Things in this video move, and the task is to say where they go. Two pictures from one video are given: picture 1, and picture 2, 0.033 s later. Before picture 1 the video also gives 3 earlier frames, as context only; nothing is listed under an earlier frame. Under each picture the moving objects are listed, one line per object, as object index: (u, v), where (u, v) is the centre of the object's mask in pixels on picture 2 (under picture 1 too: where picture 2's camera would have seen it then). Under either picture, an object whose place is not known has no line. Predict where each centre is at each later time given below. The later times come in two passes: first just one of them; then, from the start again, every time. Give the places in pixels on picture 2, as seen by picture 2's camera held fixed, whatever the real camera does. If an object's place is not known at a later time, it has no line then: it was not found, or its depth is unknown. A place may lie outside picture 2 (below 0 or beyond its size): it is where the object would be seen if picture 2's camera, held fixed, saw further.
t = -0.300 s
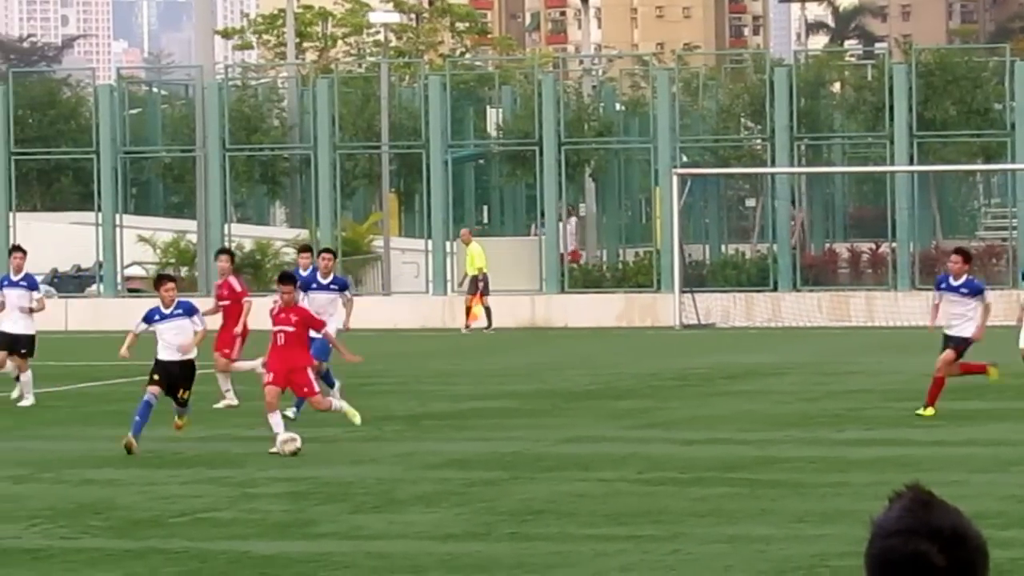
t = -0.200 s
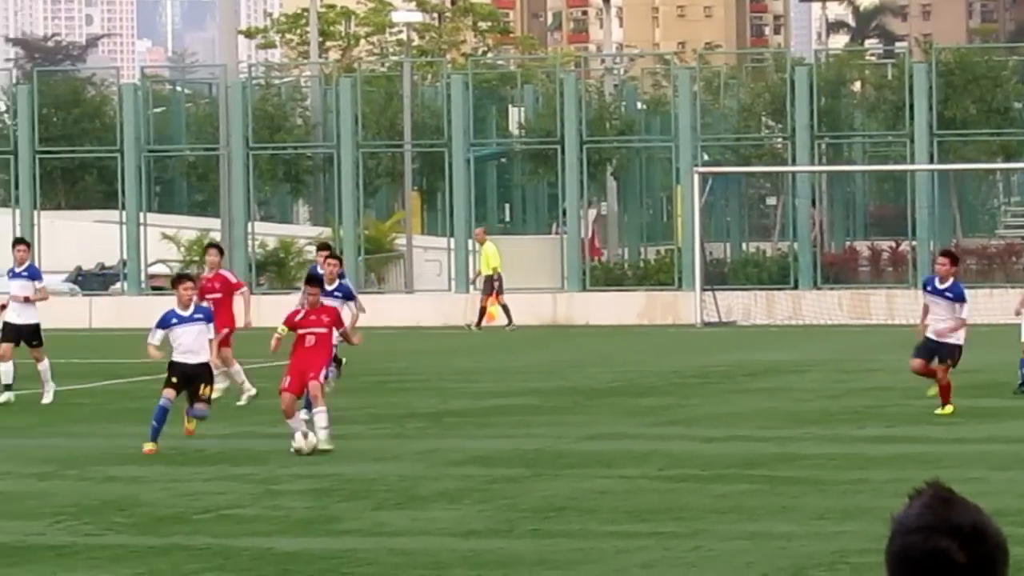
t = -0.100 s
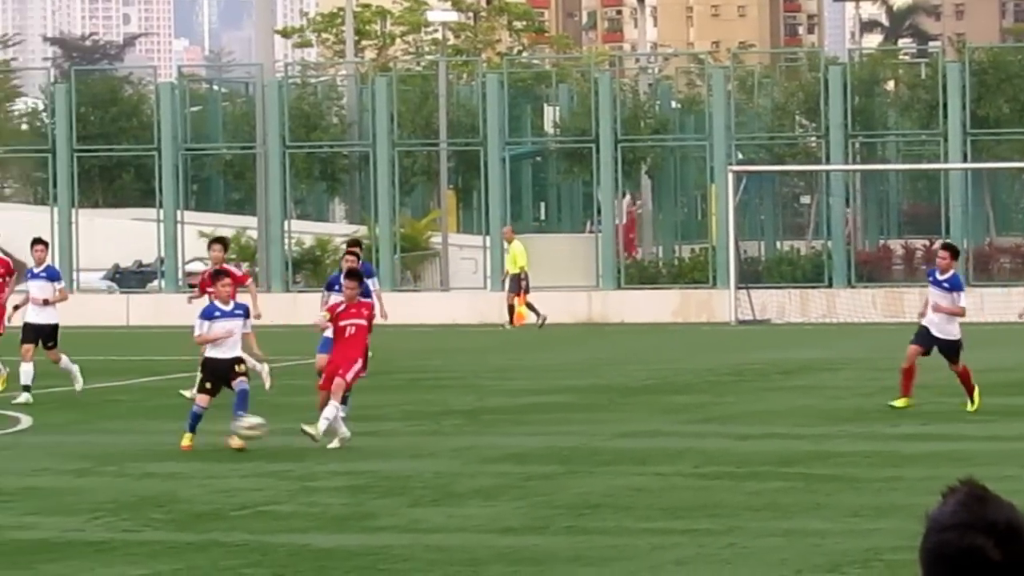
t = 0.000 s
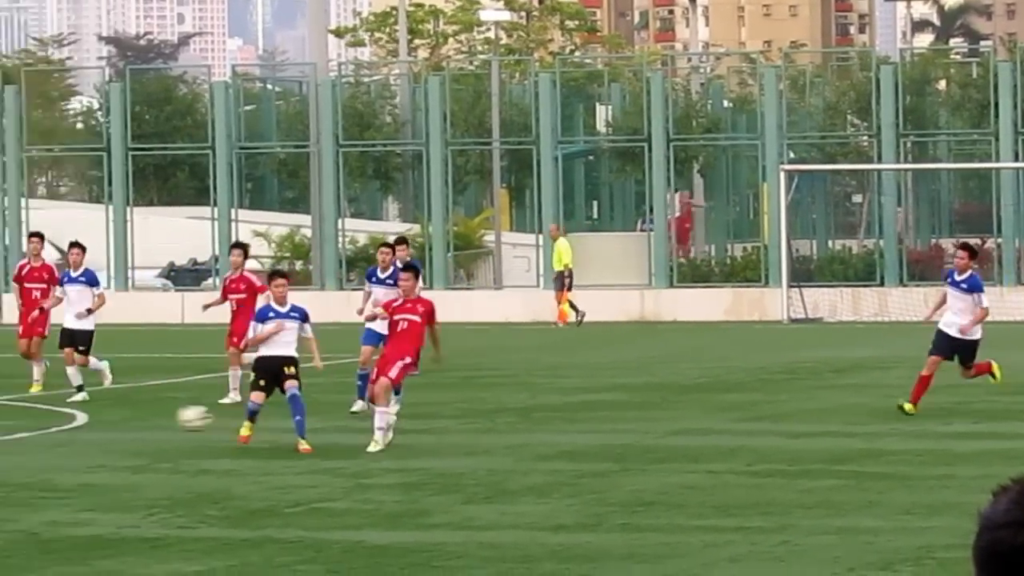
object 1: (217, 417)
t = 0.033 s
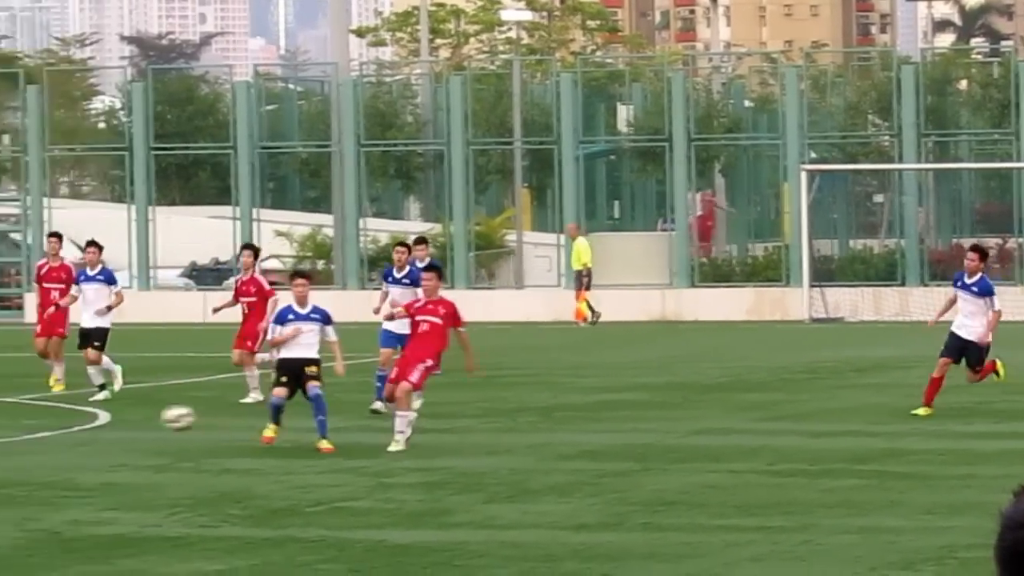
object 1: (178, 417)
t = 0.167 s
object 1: (16, 432)
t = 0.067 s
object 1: (138, 419)
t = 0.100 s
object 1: (97, 422)
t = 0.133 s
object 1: (55, 427)
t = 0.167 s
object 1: (16, 432)
